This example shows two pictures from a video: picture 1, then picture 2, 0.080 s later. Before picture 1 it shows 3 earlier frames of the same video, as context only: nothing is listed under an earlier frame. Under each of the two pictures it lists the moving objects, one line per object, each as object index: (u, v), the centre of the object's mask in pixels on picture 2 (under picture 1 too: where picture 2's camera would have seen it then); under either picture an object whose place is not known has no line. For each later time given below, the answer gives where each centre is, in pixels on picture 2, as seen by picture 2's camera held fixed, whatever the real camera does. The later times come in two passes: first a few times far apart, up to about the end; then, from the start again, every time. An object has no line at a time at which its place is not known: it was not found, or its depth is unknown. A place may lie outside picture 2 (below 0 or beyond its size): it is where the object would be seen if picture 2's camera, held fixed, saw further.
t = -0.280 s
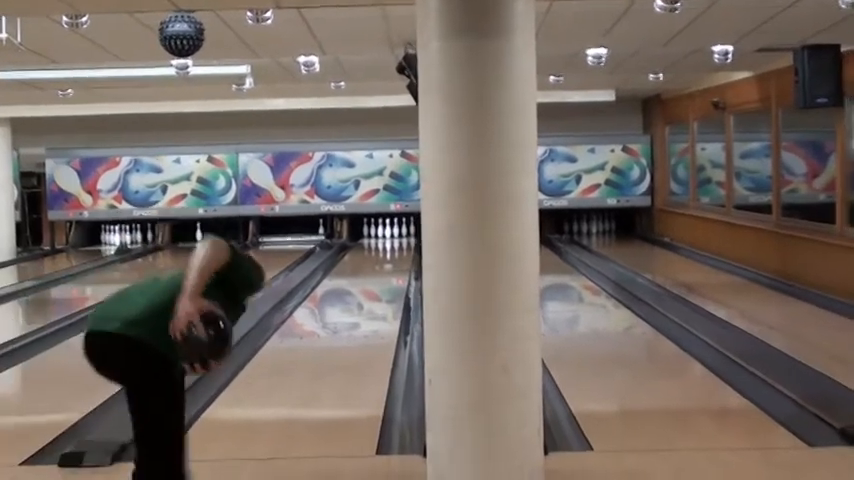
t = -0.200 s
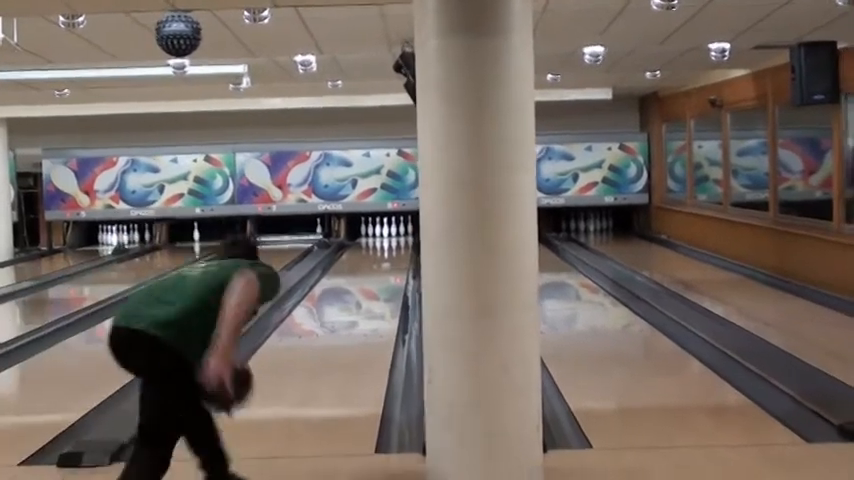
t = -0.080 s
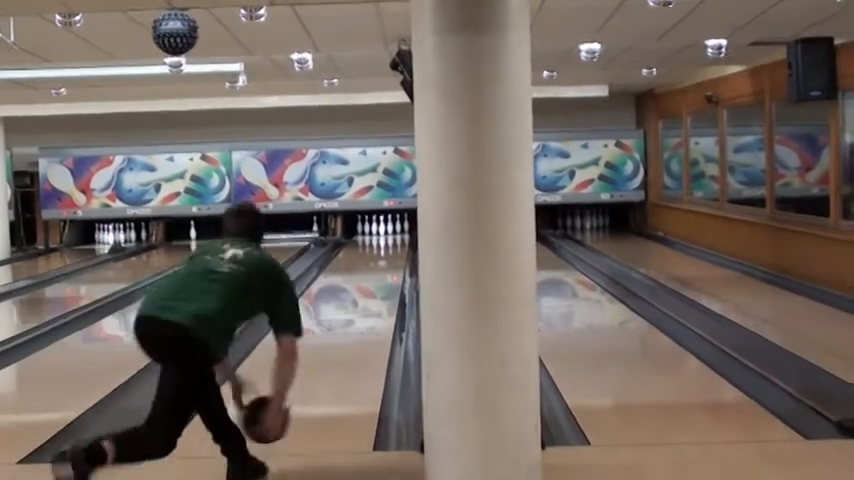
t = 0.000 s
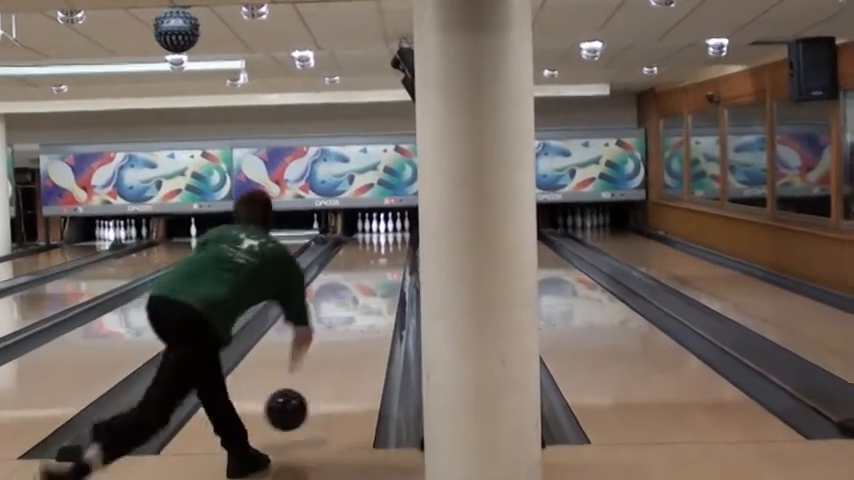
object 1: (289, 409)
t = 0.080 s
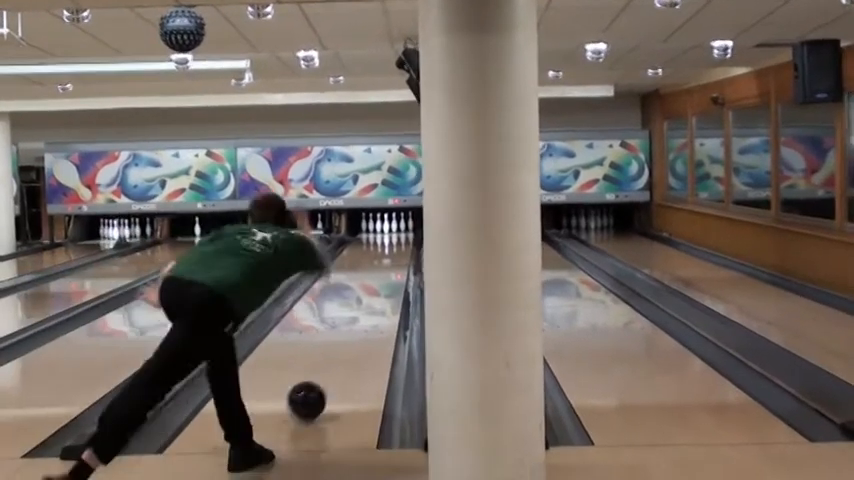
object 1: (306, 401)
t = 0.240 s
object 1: (331, 363)
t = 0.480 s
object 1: (356, 324)
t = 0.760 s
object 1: (376, 293)
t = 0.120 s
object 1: (313, 389)
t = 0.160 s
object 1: (320, 381)
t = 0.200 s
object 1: (325, 372)
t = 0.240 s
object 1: (331, 363)
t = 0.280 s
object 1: (336, 355)
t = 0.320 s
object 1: (341, 348)
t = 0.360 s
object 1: (345, 341)
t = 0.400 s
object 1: (349, 335)
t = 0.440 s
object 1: (353, 329)
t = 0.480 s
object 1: (356, 324)
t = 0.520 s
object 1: (360, 318)
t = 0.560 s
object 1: (363, 313)
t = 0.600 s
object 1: (366, 309)
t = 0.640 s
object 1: (369, 304)
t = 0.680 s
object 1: (371, 300)
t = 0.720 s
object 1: (374, 296)
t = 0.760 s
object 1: (376, 293)
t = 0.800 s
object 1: (378, 289)
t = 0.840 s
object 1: (380, 286)
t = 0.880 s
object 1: (382, 283)
